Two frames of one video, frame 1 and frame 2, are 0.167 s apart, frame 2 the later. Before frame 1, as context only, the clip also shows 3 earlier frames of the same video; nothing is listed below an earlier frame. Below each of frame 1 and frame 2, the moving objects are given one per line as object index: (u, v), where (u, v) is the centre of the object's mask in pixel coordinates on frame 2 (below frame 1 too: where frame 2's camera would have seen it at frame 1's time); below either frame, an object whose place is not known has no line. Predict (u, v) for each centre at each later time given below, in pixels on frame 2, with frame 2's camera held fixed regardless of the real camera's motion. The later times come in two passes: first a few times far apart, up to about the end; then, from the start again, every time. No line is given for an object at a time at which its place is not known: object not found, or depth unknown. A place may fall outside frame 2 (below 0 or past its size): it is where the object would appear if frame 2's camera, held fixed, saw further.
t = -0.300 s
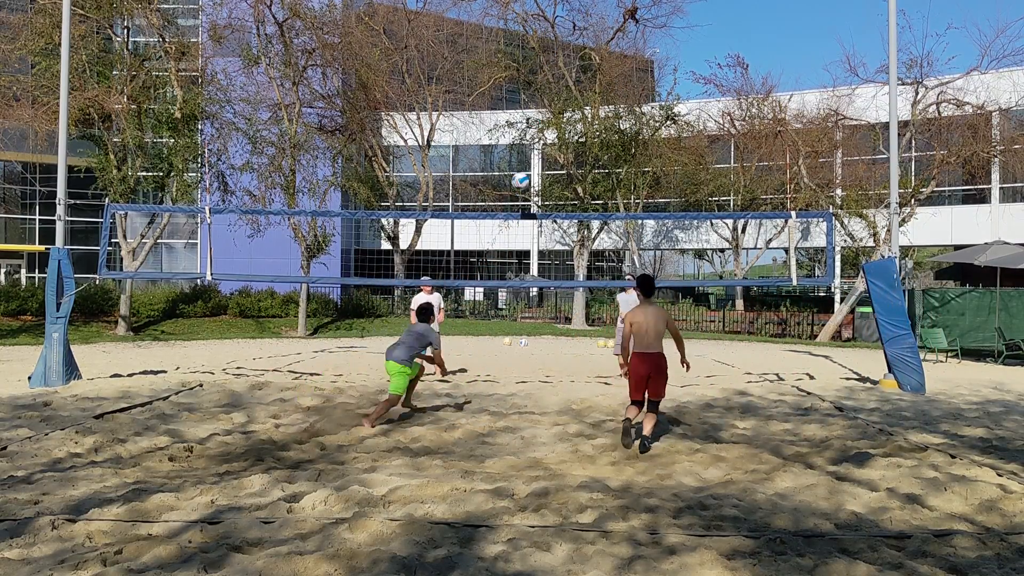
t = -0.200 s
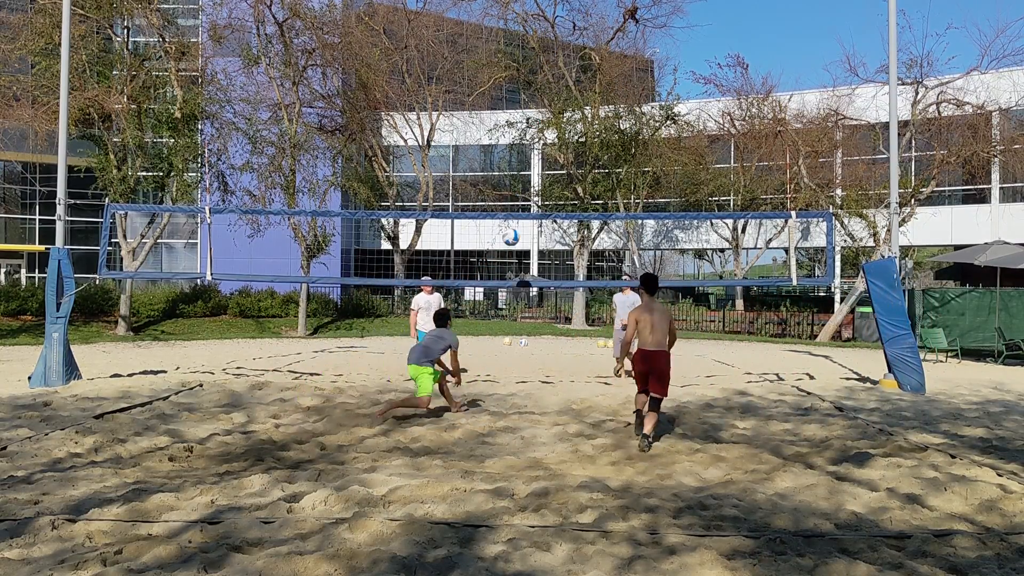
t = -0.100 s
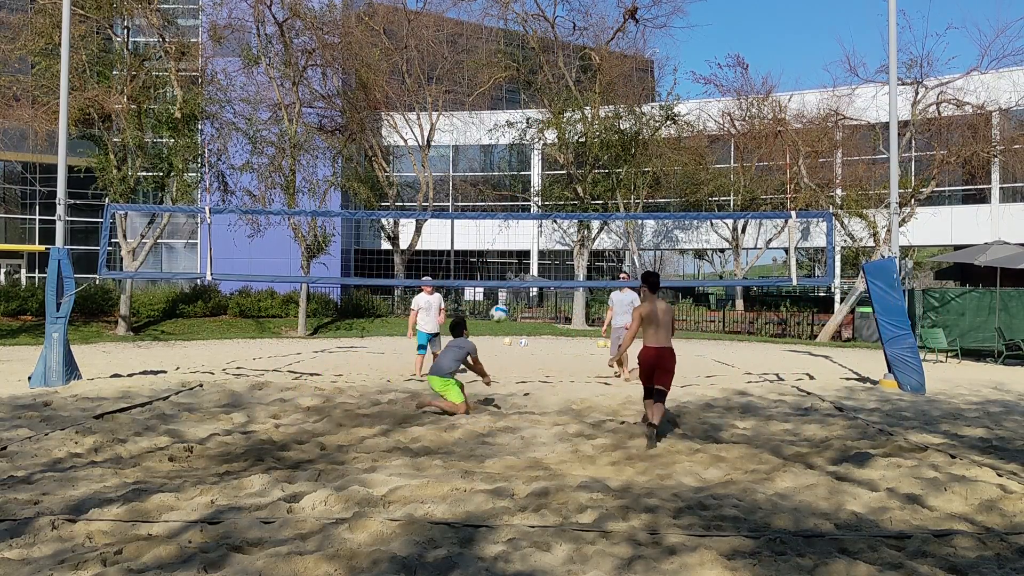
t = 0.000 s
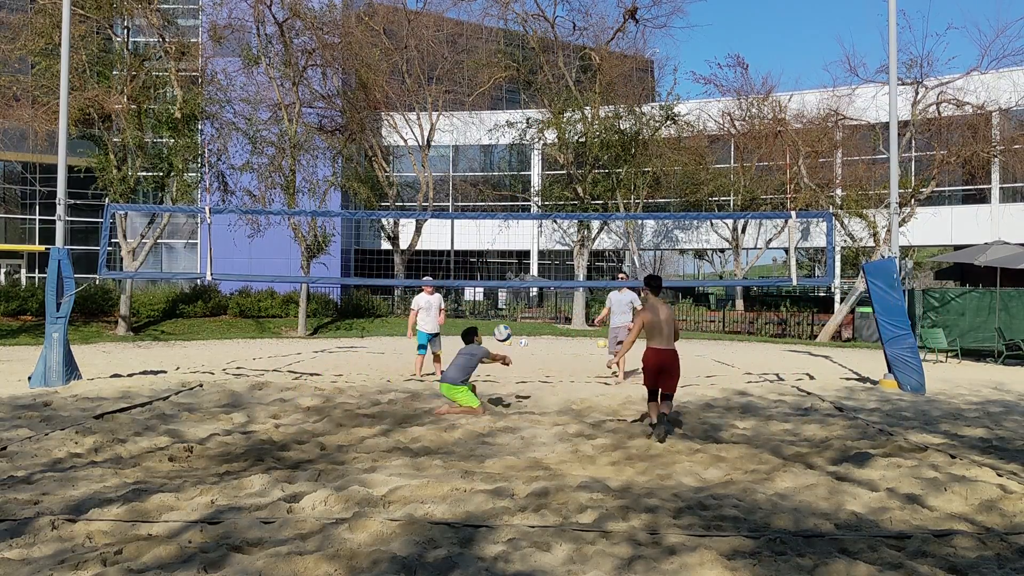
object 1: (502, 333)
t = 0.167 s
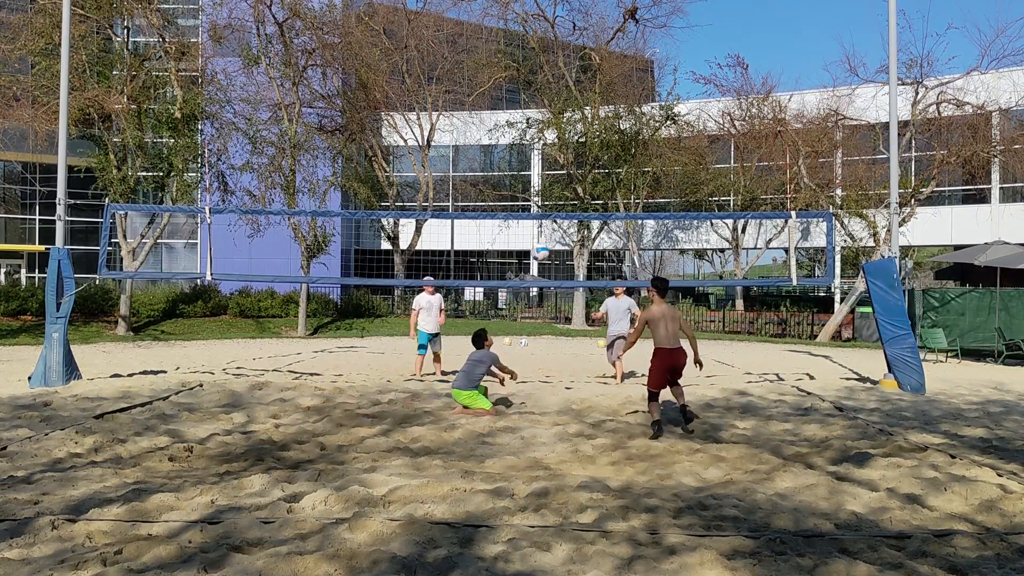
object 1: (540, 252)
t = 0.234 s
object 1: (554, 226)
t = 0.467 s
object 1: (604, 162)
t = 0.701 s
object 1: (654, 140)
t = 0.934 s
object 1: (703, 166)
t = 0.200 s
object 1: (547, 240)
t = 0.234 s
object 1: (554, 226)
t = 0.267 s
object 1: (561, 214)
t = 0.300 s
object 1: (568, 203)
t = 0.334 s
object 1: (576, 193)
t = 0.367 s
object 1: (583, 185)
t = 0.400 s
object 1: (590, 175)
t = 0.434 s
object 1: (597, 168)
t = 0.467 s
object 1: (604, 162)
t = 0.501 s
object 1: (611, 156)
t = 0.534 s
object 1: (618, 152)
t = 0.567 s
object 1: (625, 146)
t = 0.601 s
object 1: (632, 144)
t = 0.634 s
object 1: (640, 143)
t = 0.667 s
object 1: (647, 141)
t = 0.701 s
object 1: (654, 140)
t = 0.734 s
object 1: (661, 141)
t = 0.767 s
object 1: (668, 142)
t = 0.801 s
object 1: (675, 146)
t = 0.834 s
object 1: (682, 149)
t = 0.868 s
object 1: (689, 154)
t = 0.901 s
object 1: (696, 160)
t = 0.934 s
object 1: (703, 166)
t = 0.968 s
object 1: (711, 174)
